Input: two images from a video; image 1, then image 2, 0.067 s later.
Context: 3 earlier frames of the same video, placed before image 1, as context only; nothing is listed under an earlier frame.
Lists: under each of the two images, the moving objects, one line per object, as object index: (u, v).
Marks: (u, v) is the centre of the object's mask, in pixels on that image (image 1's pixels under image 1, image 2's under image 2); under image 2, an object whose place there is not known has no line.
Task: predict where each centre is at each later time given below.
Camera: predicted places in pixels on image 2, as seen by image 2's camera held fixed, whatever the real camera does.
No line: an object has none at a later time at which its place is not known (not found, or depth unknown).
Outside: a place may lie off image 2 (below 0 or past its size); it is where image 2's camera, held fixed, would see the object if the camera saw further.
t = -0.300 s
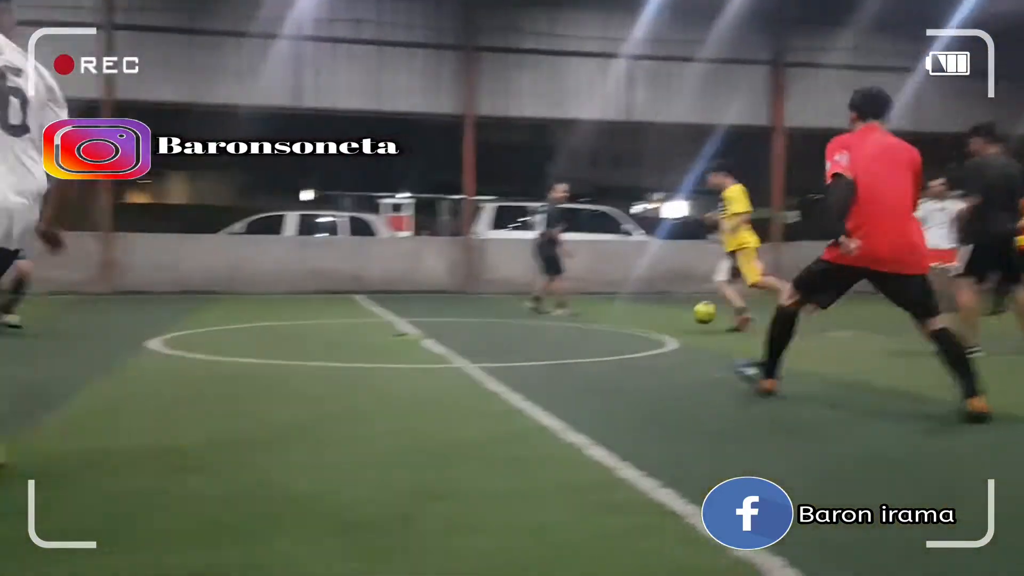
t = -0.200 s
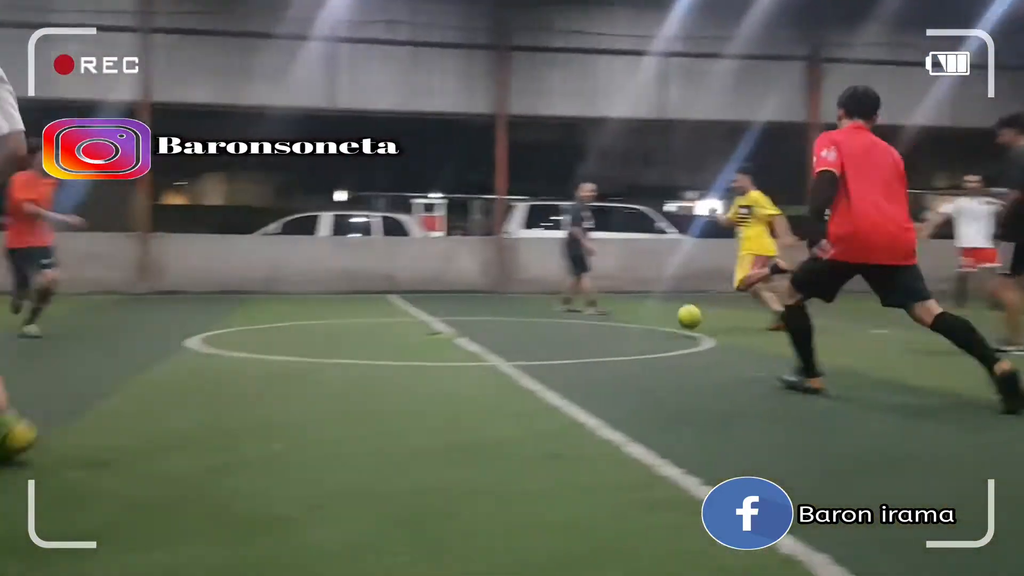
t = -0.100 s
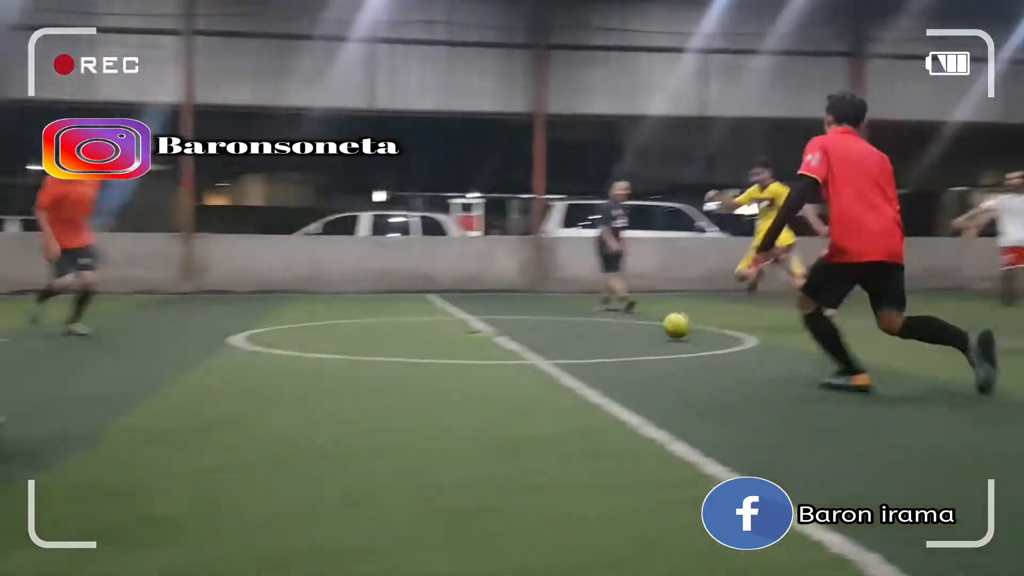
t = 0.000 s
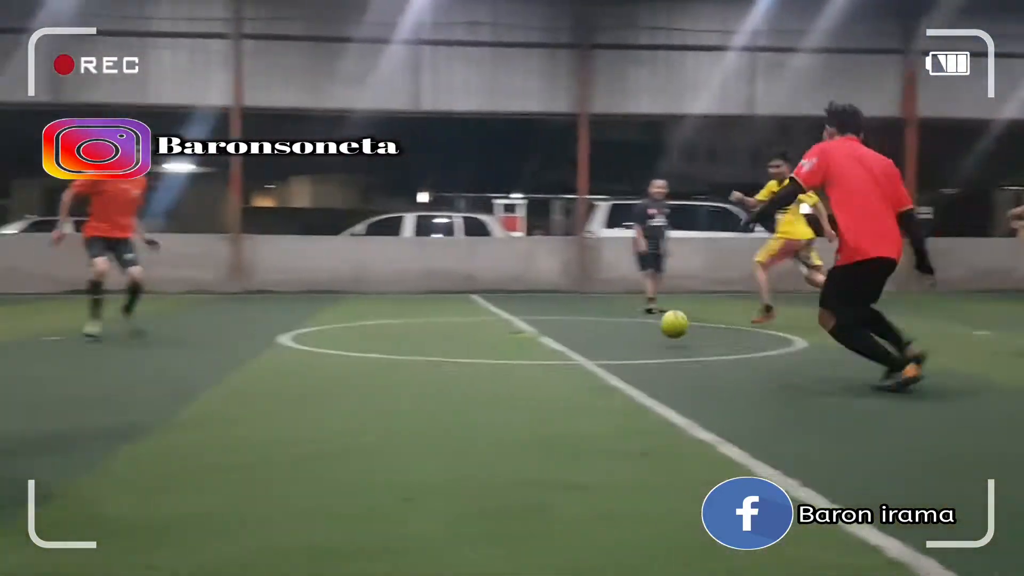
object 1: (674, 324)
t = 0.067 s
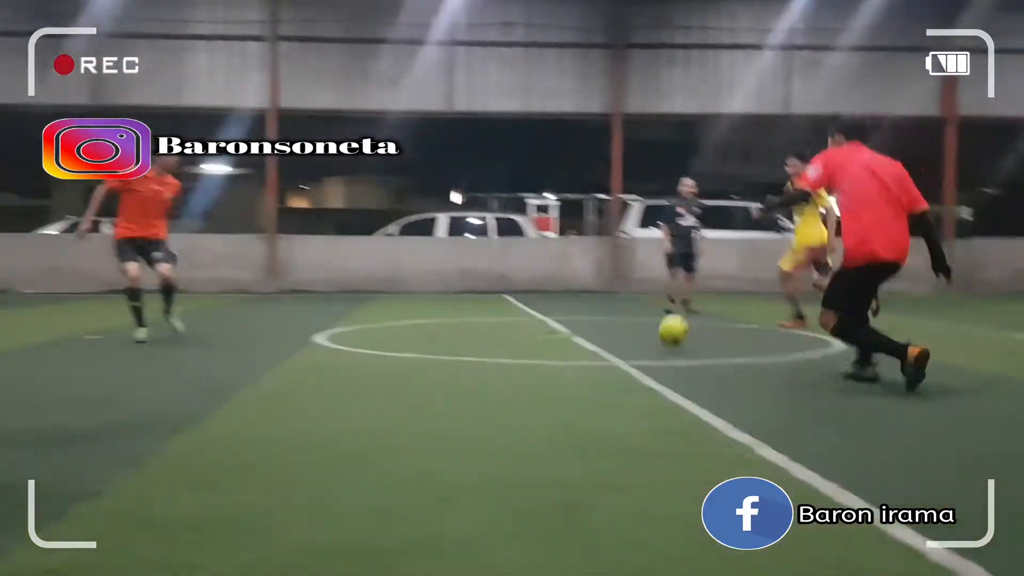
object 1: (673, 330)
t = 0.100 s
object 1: (657, 337)
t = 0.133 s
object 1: (638, 340)
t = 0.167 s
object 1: (621, 340)
